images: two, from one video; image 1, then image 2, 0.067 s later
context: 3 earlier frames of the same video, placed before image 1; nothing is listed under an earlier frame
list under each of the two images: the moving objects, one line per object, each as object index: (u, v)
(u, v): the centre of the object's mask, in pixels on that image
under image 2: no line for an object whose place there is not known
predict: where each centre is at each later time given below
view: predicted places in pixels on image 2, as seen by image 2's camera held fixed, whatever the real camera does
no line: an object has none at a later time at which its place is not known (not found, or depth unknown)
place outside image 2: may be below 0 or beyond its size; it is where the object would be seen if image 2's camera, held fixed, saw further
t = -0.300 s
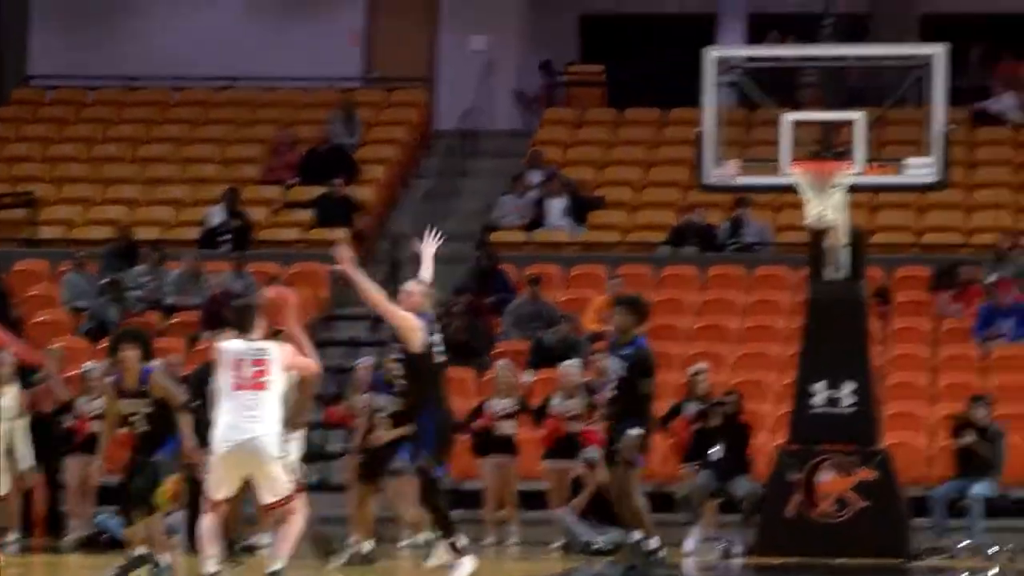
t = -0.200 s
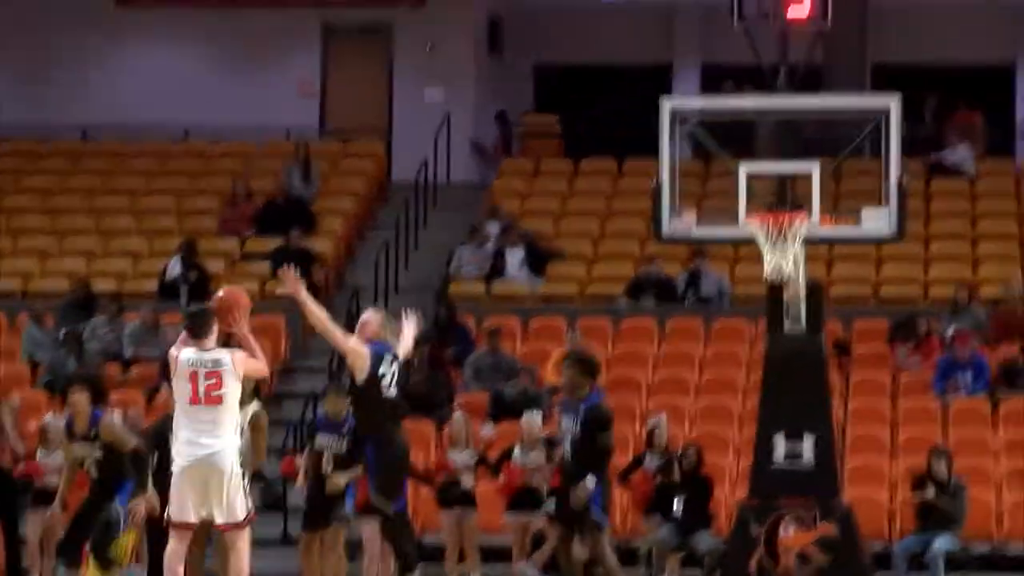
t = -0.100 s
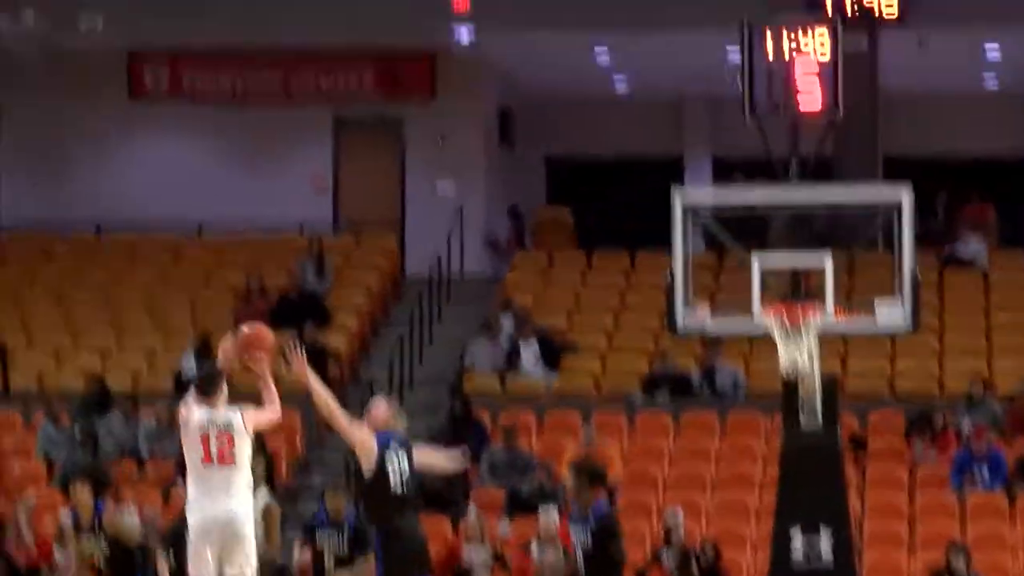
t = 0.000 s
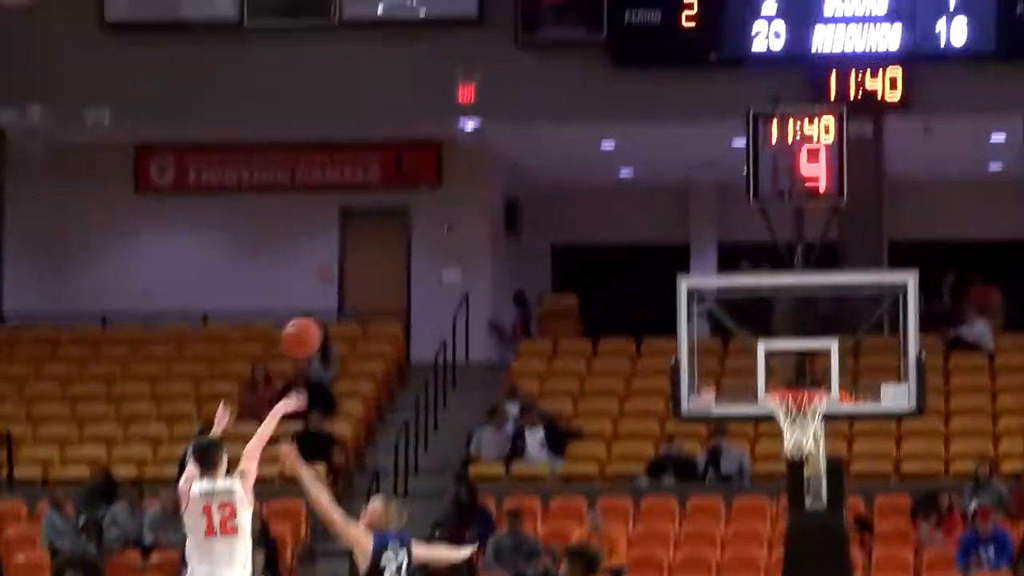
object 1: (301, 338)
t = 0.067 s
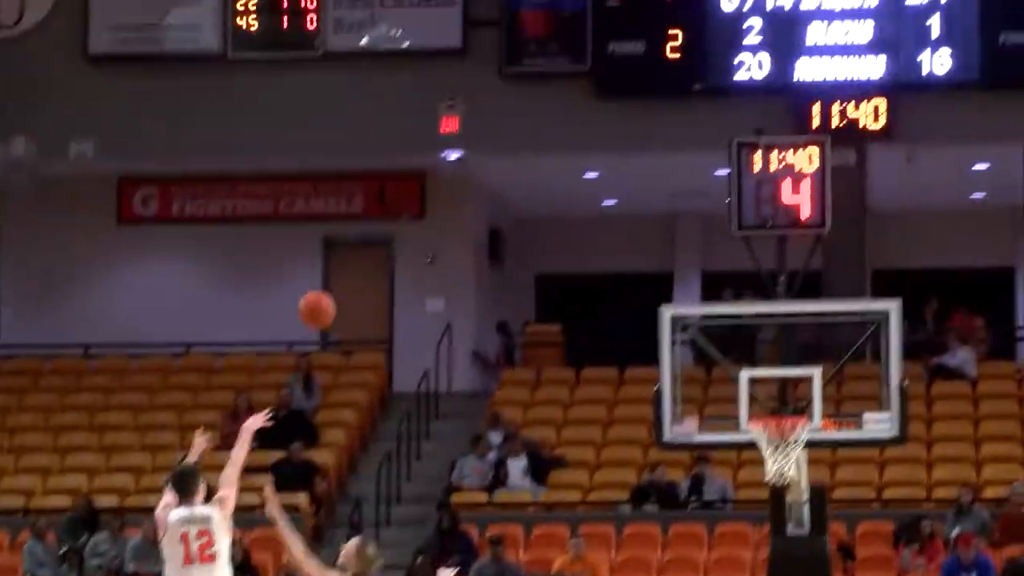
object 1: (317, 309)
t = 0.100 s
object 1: (333, 287)
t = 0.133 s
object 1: (348, 263)
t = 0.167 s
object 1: (363, 242)
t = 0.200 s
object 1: (378, 224)
